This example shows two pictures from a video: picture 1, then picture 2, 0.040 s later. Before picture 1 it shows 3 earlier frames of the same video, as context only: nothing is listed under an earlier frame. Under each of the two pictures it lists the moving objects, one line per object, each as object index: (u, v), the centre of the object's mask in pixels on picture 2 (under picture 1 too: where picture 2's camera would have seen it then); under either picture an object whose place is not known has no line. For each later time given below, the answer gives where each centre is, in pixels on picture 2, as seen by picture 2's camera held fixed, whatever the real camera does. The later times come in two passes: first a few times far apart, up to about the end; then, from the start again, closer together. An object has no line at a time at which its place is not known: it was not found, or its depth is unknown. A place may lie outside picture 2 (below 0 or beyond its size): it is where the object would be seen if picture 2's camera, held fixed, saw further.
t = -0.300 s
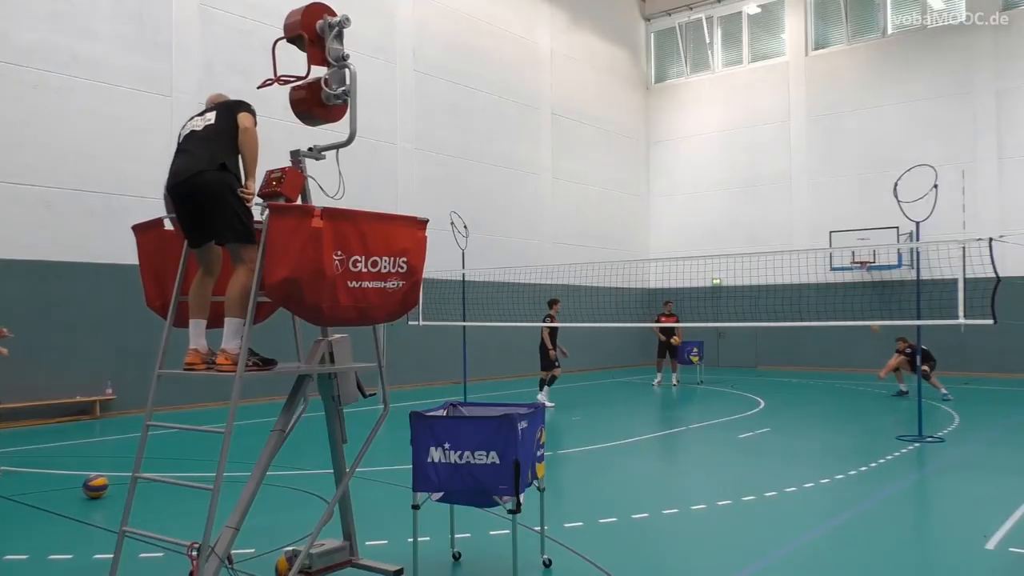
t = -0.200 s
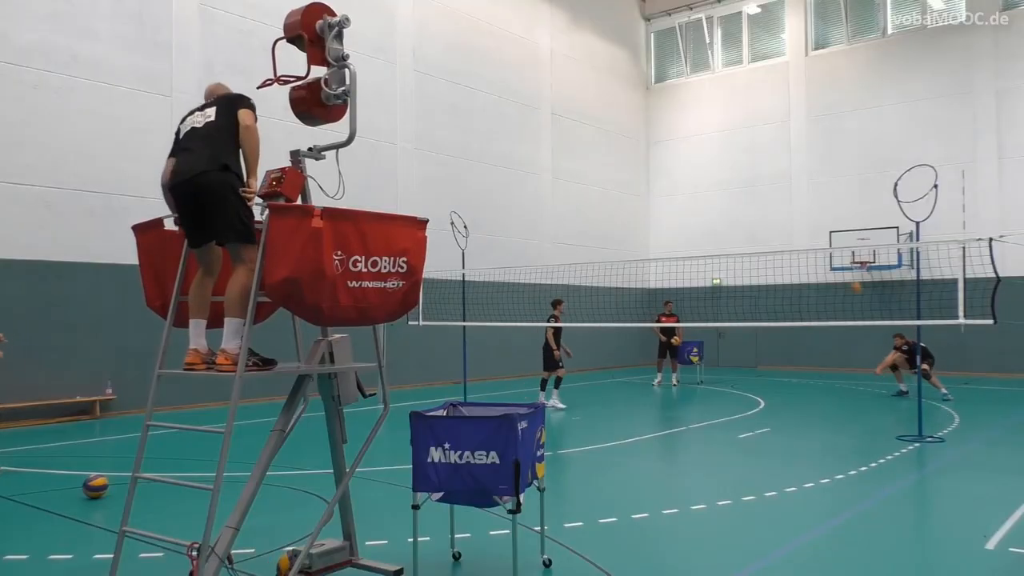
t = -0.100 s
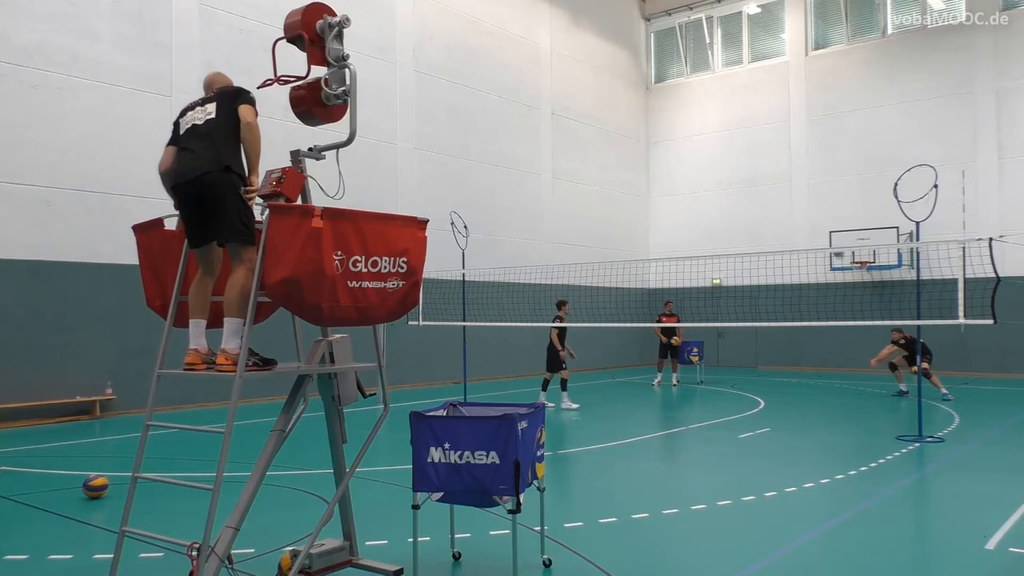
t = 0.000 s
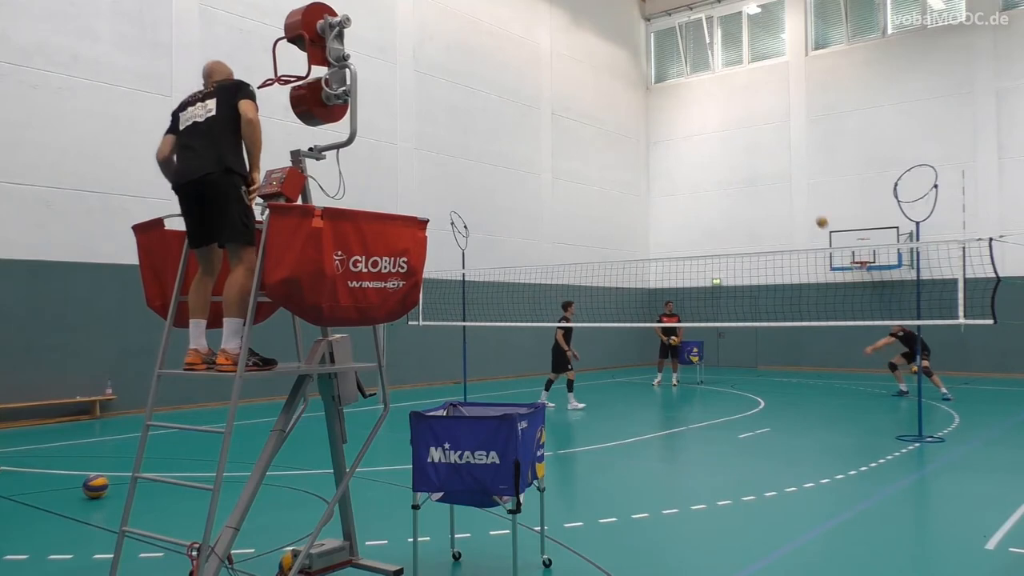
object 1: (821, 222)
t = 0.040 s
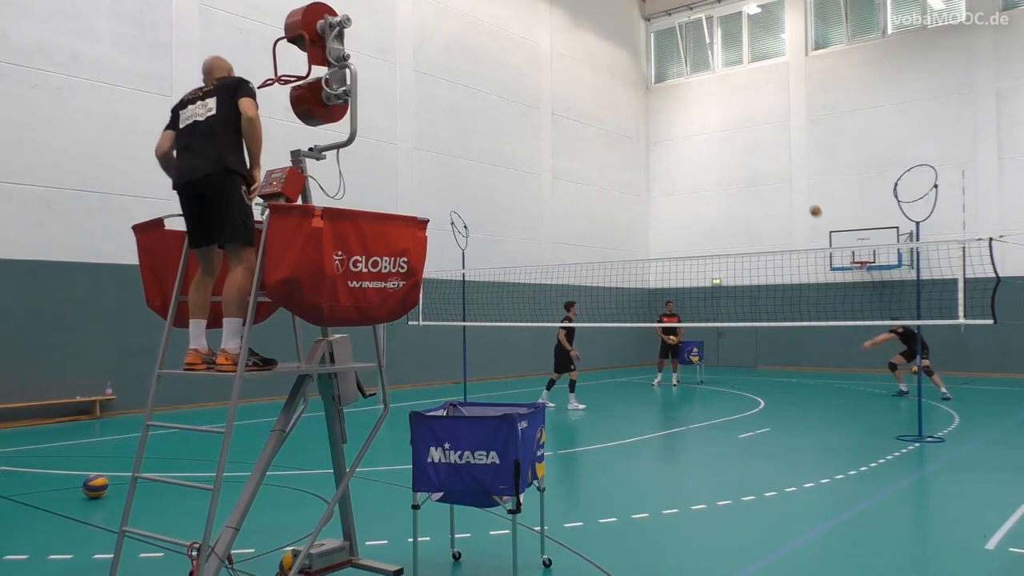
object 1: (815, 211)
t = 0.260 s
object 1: (780, 165)
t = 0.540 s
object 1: (738, 140)
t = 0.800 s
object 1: (698, 154)
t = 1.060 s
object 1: (658, 202)
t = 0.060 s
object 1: (812, 206)
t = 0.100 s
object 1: (806, 196)
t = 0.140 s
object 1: (799, 187)
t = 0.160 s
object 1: (796, 183)
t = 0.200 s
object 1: (789, 175)
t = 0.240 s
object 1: (783, 168)
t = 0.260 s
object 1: (780, 165)
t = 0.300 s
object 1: (774, 159)
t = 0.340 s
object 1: (768, 154)
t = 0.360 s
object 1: (765, 152)
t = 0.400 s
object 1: (759, 148)
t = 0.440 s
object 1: (753, 145)
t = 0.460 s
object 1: (750, 144)
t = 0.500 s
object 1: (744, 142)
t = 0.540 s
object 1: (738, 140)
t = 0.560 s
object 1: (735, 140)
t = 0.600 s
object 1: (729, 141)
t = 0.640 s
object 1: (722, 141)
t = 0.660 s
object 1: (719, 142)
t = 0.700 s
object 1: (714, 144)
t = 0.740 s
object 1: (707, 147)
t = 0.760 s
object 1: (704, 149)
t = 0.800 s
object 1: (698, 154)
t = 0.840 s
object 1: (692, 159)
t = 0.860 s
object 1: (689, 162)
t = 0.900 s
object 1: (683, 168)
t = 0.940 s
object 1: (676, 175)
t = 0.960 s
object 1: (673, 179)
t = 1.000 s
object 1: (667, 188)
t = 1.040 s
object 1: (661, 197)
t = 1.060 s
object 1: (658, 202)
